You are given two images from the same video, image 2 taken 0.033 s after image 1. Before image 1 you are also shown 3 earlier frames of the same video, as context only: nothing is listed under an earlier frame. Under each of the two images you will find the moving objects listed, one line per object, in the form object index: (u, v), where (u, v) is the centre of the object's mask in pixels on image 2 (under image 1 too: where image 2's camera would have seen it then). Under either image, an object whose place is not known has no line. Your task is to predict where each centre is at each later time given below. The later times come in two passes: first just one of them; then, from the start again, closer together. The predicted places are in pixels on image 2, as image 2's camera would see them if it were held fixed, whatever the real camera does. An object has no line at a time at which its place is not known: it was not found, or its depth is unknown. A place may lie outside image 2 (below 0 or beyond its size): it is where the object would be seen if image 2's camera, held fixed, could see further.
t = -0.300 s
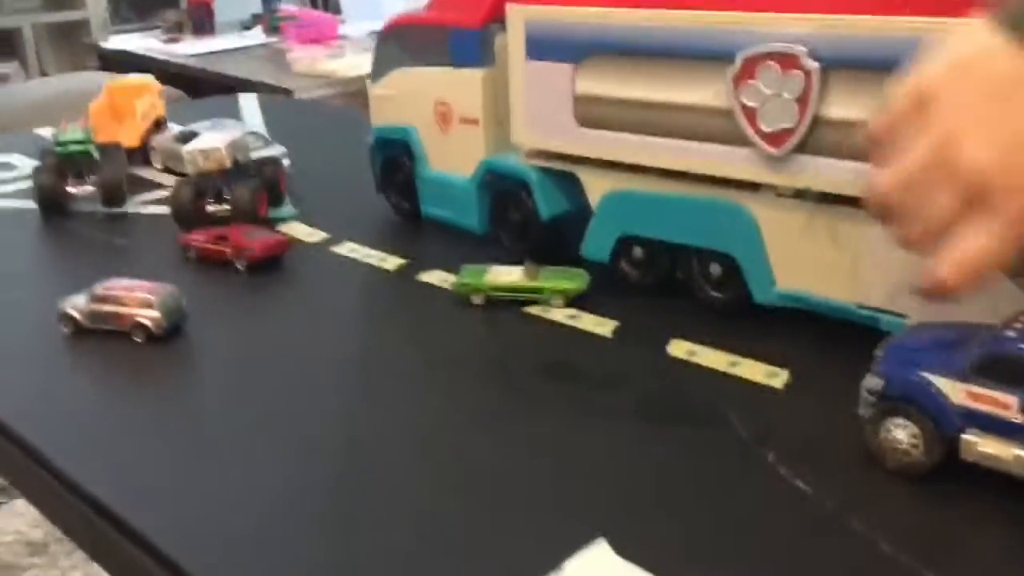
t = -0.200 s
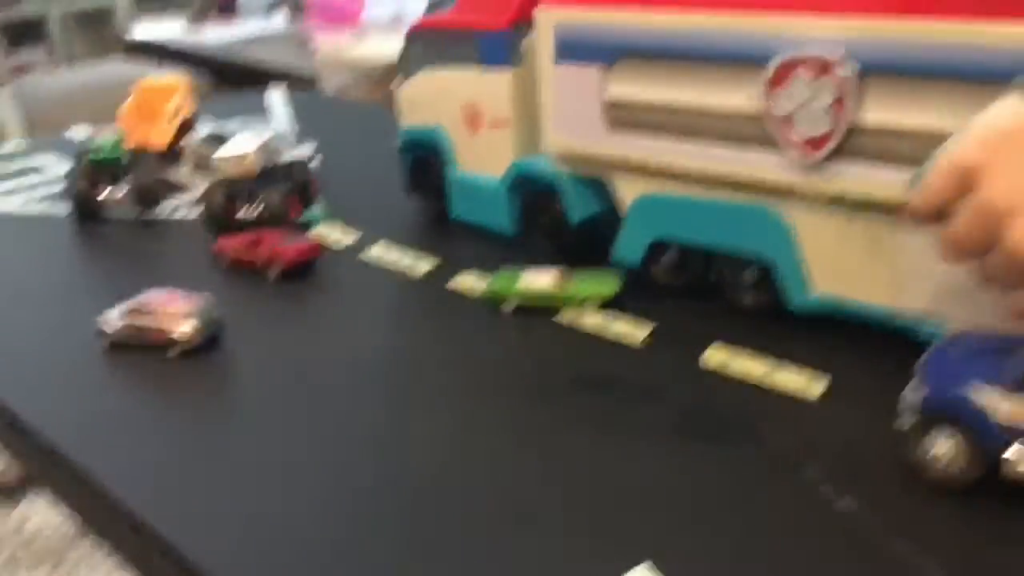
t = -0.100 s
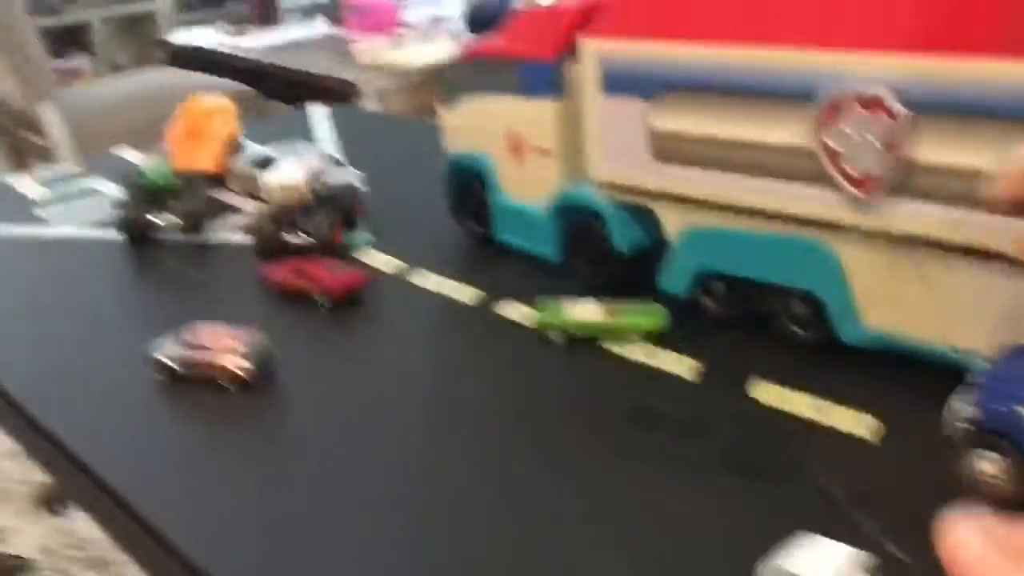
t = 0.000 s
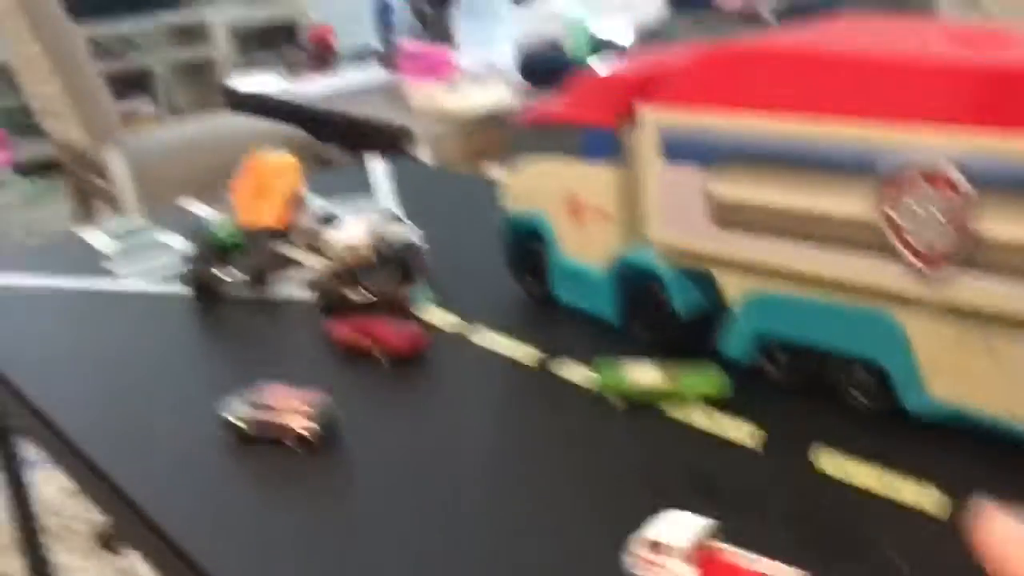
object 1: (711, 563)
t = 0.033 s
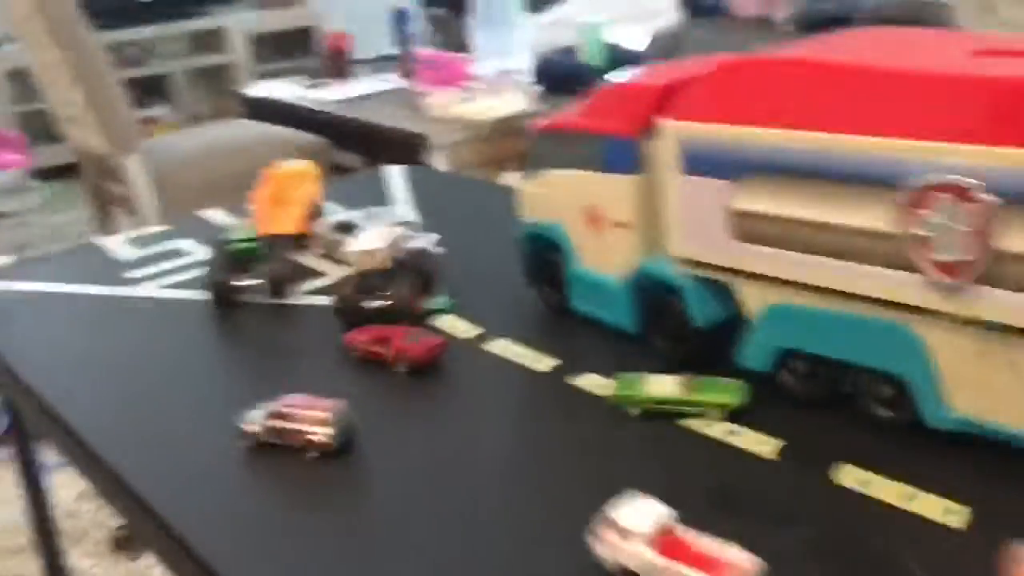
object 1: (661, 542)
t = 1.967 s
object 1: (392, 379)
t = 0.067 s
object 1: (618, 524)
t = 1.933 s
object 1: (392, 379)
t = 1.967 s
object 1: (392, 379)
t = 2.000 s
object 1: (392, 379)
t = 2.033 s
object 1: (392, 379)
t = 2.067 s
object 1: (392, 379)
